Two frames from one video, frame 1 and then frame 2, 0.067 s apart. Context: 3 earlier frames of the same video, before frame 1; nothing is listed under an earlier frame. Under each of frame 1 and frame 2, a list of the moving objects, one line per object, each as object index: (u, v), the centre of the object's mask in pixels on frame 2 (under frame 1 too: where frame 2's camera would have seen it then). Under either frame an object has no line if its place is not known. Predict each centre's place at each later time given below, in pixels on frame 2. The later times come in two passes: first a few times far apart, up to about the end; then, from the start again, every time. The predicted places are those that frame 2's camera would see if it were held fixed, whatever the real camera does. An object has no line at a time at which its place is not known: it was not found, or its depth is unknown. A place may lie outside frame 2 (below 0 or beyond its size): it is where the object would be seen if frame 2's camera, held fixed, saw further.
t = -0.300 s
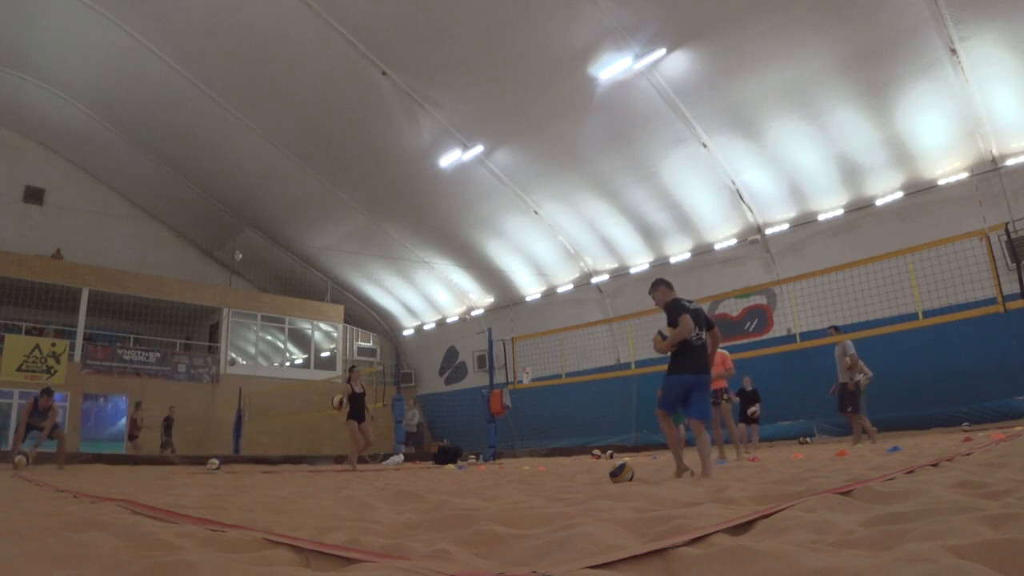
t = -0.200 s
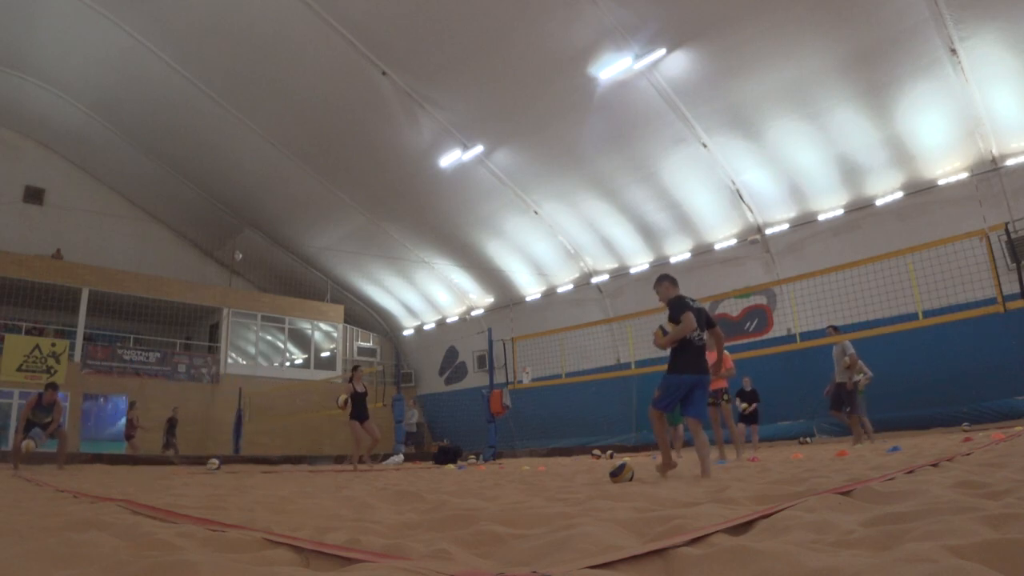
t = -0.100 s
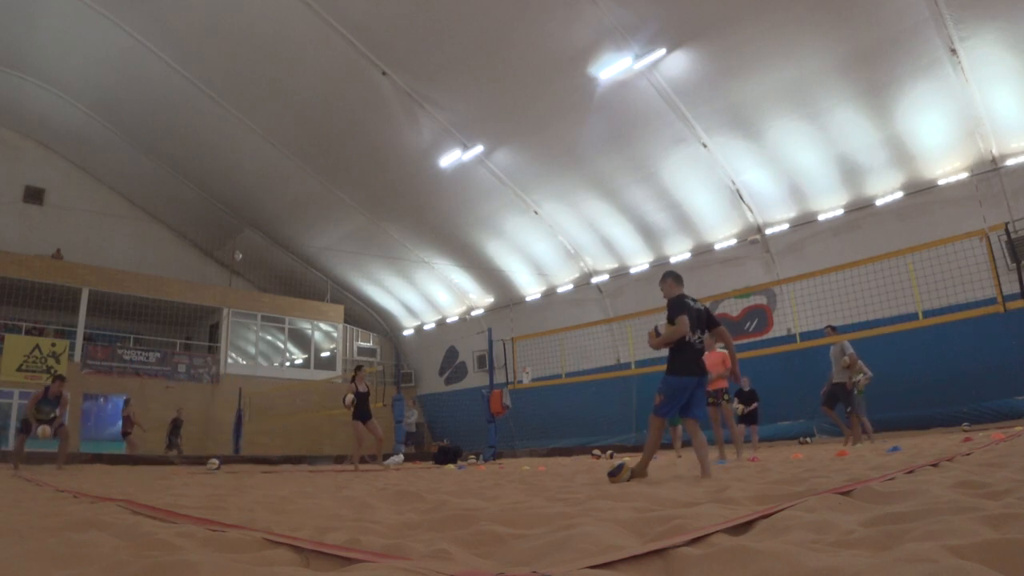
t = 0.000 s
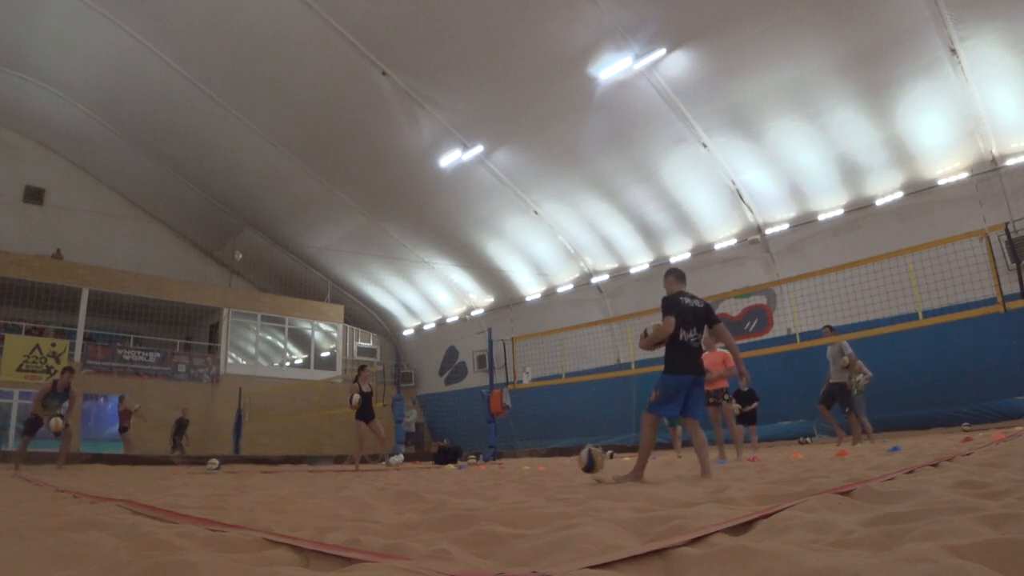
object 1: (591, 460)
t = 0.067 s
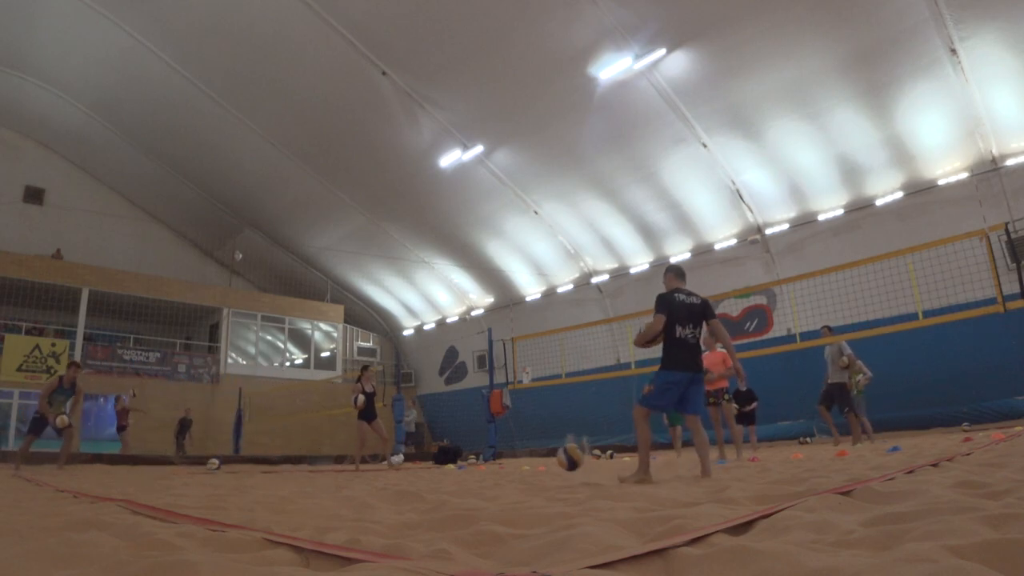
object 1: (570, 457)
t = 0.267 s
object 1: (501, 476)
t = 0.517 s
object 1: (430, 479)
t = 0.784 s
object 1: (366, 477)
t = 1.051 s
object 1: (319, 480)
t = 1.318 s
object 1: (283, 484)
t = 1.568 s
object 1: (257, 483)
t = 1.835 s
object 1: (234, 484)
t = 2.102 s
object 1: (233, 486)
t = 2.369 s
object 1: (236, 491)
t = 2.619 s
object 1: (228, 491)
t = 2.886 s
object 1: (219, 492)
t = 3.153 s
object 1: (218, 492)
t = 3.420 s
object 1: (218, 492)
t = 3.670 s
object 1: (219, 493)
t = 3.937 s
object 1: (218, 493)
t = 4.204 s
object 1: (218, 493)
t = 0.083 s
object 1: (564, 457)
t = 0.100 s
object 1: (559, 458)
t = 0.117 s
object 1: (553, 458)
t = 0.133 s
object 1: (548, 460)
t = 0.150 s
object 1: (542, 461)
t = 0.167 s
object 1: (536, 463)
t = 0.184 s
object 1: (530, 466)
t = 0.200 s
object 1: (524, 468)
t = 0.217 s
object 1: (518, 472)
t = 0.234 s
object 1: (512, 475)
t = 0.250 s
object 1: (505, 477)
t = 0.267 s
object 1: (501, 476)
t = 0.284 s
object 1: (496, 475)
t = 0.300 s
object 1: (491, 474)
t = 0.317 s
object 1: (487, 473)
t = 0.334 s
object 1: (481, 472)
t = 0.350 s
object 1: (477, 472)
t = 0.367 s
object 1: (471, 471)
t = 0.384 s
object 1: (467, 472)
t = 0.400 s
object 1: (462, 473)
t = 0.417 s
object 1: (457, 474)
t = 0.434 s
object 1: (452, 475)
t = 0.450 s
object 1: (447, 475)
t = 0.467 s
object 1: (443, 476)
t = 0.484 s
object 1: (439, 476)
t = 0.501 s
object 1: (434, 478)
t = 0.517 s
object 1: (430, 479)
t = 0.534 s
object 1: (425, 479)
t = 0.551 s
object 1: (421, 477)
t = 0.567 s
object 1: (417, 474)
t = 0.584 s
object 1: (413, 473)
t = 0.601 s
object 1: (409, 471)
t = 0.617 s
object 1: (406, 470)
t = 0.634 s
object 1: (402, 468)
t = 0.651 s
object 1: (398, 468)
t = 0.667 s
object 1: (394, 468)
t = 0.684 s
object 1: (390, 469)
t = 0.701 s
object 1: (386, 469)
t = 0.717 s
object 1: (382, 471)
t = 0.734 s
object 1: (377, 473)
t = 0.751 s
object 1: (374, 475)
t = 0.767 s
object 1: (370, 478)
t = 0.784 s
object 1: (366, 477)
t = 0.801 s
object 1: (363, 477)
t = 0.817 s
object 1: (359, 476)
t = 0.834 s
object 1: (357, 476)
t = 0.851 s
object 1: (354, 475)
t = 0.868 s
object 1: (351, 474)
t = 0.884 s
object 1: (348, 474)
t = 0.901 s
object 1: (346, 474)
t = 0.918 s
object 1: (343, 475)
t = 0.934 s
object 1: (340, 475)
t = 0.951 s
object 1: (337, 475)
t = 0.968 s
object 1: (334, 476)
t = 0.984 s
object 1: (331, 477)
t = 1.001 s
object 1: (328, 478)
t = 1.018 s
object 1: (325, 479)
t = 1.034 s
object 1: (322, 480)
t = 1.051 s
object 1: (319, 480)
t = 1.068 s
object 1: (317, 480)
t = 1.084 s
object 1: (314, 480)
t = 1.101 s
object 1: (312, 480)
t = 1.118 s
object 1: (309, 481)
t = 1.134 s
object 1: (306, 480)
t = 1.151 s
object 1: (304, 480)
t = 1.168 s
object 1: (301, 479)
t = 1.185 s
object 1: (299, 479)
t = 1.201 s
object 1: (297, 479)
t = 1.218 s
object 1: (295, 479)
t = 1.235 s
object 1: (293, 479)
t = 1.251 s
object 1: (291, 480)
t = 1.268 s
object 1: (289, 481)
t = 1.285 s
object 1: (287, 482)
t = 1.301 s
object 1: (285, 482)
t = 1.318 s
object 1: (283, 484)
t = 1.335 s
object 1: (281, 484)
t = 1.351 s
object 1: (279, 485)
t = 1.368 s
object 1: (278, 484)
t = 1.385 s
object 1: (276, 484)
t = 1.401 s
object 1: (274, 484)
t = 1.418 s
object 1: (272, 484)
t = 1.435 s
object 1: (271, 484)
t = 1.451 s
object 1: (269, 484)
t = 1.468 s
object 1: (267, 483)
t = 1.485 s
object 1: (265, 483)
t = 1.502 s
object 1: (263, 483)
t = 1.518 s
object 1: (262, 483)
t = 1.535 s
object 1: (260, 483)
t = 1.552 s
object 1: (258, 483)
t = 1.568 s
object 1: (257, 483)
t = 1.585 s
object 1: (255, 483)
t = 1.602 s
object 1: (254, 483)
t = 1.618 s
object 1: (252, 483)
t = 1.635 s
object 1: (251, 483)
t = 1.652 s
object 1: (249, 484)
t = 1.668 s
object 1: (247, 484)
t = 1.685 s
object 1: (246, 485)
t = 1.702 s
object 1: (243, 485)
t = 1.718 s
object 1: (242, 486)
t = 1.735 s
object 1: (240, 486)
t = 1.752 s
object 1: (238, 486)
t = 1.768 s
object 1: (237, 485)
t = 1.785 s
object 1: (236, 485)
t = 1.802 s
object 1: (235, 484)
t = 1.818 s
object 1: (235, 484)
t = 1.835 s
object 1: (234, 484)
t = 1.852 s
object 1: (233, 484)
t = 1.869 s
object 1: (233, 483)
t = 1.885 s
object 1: (233, 484)
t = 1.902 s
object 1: (232, 484)
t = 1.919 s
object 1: (232, 484)
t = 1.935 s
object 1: (232, 484)
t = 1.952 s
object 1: (232, 484)
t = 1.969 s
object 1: (232, 484)
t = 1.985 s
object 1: (232, 484)
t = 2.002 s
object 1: (232, 484)
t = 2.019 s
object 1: (232, 484)
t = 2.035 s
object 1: (232, 484)
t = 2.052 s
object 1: (232, 485)
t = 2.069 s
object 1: (233, 485)
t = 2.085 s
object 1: (233, 486)
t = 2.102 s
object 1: (233, 486)
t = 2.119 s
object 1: (233, 486)
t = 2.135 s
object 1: (233, 486)
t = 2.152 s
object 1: (234, 487)
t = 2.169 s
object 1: (234, 487)
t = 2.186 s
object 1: (234, 487)
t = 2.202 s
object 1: (234, 488)
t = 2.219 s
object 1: (235, 488)
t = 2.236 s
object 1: (235, 489)
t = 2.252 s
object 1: (235, 489)
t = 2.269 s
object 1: (235, 490)
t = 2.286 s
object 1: (236, 490)
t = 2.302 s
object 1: (236, 491)
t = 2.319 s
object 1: (236, 491)
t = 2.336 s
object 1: (236, 491)
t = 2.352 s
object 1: (236, 492)
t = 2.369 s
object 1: (236, 491)
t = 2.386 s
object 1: (235, 491)
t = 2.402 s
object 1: (235, 492)
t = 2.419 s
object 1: (235, 491)
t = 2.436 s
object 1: (234, 491)
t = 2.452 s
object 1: (234, 491)
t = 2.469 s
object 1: (233, 491)
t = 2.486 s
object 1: (232, 491)
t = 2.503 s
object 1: (232, 491)
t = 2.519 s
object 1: (231, 491)
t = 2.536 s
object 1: (230, 491)
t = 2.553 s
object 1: (230, 491)
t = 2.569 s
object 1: (229, 491)
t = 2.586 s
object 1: (229, 491)
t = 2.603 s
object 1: (228, 491)
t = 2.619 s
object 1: (228, 491)
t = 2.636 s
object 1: (227, 492)
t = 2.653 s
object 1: (227, 492)
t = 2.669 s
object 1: (227, 492)
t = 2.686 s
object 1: (226, 492)
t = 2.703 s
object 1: (226, 492)
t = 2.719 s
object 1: (225, 492)
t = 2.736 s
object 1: (224, 493)
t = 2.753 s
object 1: (224, 493)
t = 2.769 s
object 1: (224, 492)
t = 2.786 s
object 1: (223, 492)
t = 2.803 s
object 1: (223, 492)
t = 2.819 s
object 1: (222, 492)
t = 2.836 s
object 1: (221, 492)
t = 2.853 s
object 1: (221, 492)
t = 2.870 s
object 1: (220, 492)
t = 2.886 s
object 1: (219, 492)
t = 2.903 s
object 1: (219, 492)
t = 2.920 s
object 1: (219, 492)
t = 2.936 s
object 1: (218, 492)
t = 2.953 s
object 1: (218, 492)
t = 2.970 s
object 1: (218, 492)
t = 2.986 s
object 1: (218, 492)
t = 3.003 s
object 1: (218, 492)
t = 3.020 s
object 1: (218, 492)
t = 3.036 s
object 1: (217, 493)
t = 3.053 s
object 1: (217, 492)
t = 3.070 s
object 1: (217, 493)
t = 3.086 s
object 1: (217, 493)
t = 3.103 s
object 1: (217, 493)
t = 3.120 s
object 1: (217, 493)
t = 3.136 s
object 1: (217, 492)
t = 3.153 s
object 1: (218, 492)
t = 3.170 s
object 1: (218, 492)
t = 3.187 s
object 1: (218, 492)
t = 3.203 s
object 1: (218, 492)
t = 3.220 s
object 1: (218, 492)
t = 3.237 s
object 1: (218, 492)
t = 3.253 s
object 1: (218, 492)
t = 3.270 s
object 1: (218, 492)
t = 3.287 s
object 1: (218, 492)
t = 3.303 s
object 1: (218, 492)
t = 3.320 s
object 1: (218, 492)
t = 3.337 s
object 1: (218, 492)
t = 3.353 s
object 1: (218, 492)
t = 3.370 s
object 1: (218, 492)
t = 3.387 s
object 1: (218, 492)
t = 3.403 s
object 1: (218, 493)
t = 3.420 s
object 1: (218, 492)
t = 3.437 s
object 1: (218, 492)
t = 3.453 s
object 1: (218, 492)
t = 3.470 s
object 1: (218, 493)
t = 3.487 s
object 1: (218, 492)
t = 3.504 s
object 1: (219, 492)
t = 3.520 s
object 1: (218, 492)
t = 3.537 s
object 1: (218, 492)
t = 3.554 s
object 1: (218, 493)
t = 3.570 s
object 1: (218, 493)
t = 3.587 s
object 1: (219, 493)
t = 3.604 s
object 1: (218, 493)
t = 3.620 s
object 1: (219, 493)
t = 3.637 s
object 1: (218, 493)
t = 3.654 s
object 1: (218, 493)
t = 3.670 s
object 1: (219, 493)
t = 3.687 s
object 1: (218, 493)
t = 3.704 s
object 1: (219, 493)
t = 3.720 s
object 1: (218, 493)
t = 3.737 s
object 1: (218, 493)
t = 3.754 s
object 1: (218, 493)
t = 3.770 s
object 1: (218, 493)
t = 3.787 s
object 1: (218, 493)
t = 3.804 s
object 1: (218, 493)
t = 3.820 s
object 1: (218, 493)
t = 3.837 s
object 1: (219, 493)
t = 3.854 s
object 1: (218, 493)
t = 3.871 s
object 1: (219, 493)
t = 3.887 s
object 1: (218, 492)
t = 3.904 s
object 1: (218, 493)
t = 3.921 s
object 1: (218, 493)
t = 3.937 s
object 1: (218, 493)
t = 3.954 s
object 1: (218, 493)
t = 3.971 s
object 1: (218, 493)
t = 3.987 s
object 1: (218, 493)
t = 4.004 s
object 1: (218, 493)
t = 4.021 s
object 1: (218, 493)
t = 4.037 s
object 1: (218, 493)
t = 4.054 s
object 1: (218, 493)
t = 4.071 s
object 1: (218, 492)
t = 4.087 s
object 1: (218, 493)
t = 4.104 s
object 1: (218, 493)
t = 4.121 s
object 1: (218, 493)
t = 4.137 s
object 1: (218, 493)
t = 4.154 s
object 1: (218, 493)
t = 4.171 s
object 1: (218, 493)
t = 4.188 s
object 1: (218, 493)
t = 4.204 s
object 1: (218, 493)
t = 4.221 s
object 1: (218, 493)
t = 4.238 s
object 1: (218, 493)
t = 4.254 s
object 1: (218, 493)
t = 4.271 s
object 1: (218, 493)
